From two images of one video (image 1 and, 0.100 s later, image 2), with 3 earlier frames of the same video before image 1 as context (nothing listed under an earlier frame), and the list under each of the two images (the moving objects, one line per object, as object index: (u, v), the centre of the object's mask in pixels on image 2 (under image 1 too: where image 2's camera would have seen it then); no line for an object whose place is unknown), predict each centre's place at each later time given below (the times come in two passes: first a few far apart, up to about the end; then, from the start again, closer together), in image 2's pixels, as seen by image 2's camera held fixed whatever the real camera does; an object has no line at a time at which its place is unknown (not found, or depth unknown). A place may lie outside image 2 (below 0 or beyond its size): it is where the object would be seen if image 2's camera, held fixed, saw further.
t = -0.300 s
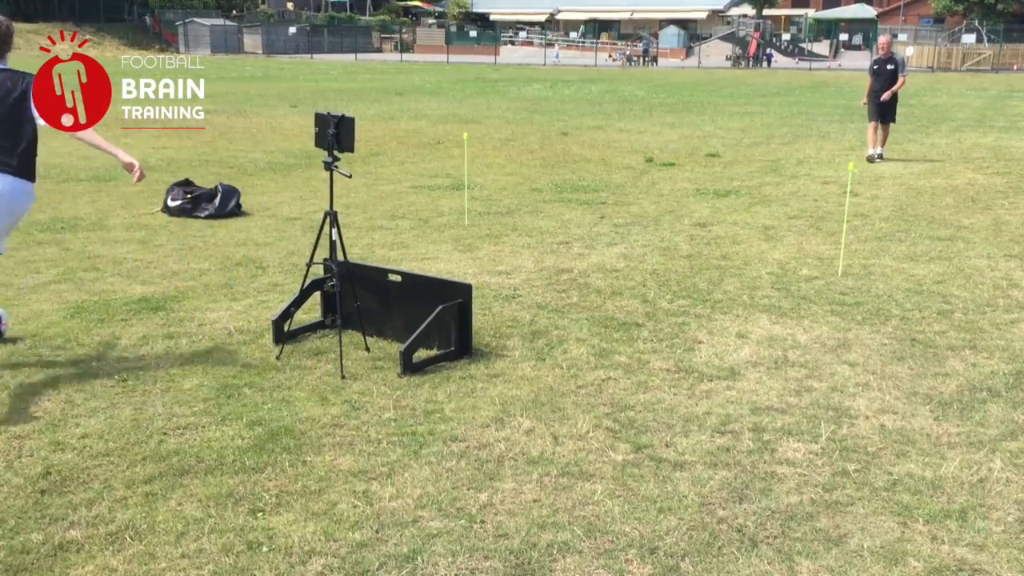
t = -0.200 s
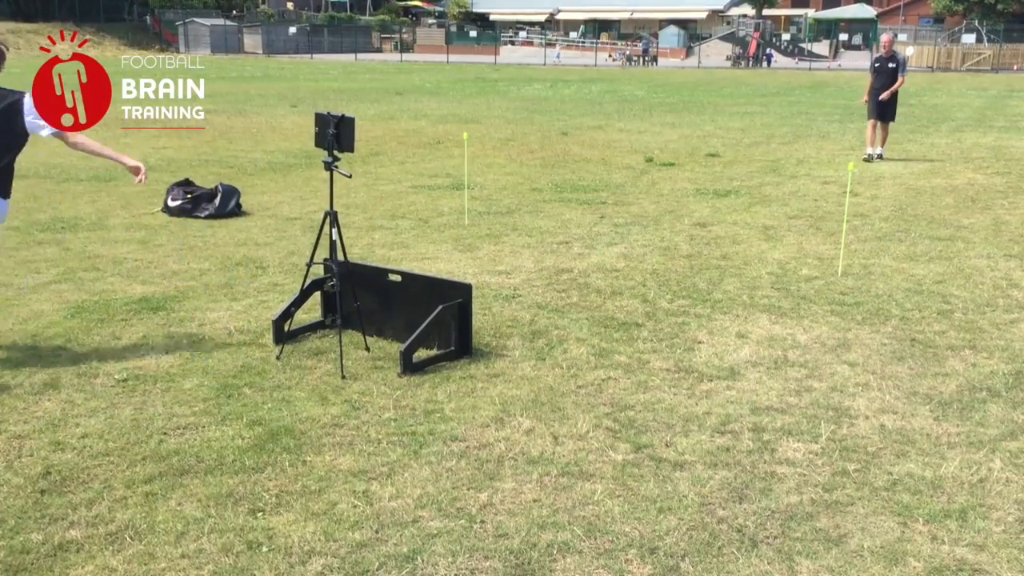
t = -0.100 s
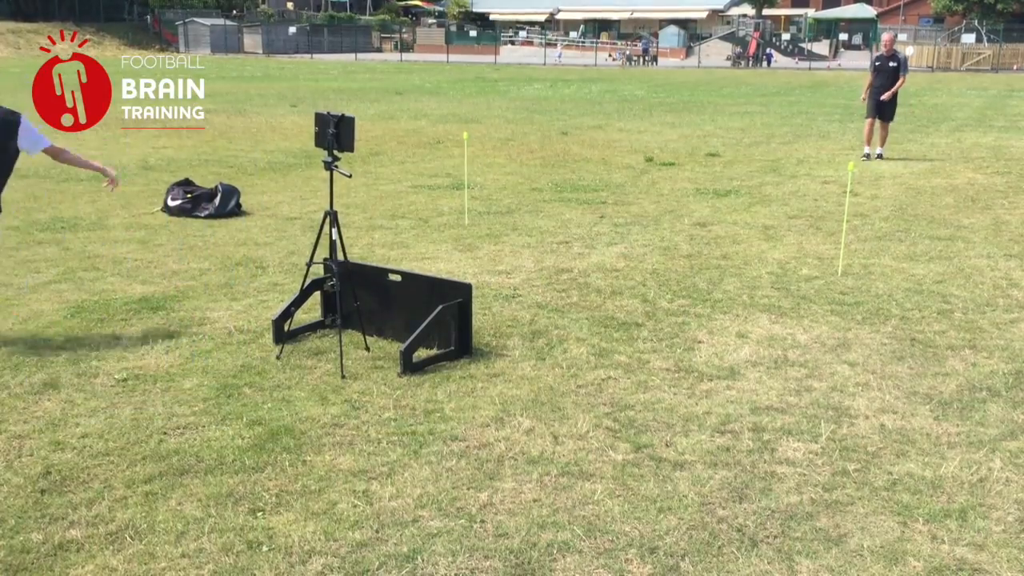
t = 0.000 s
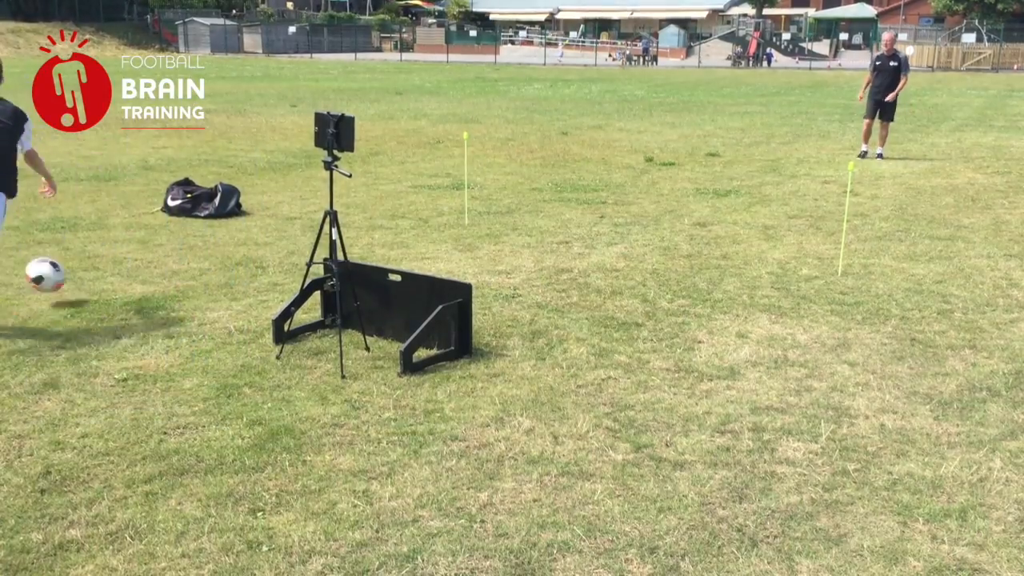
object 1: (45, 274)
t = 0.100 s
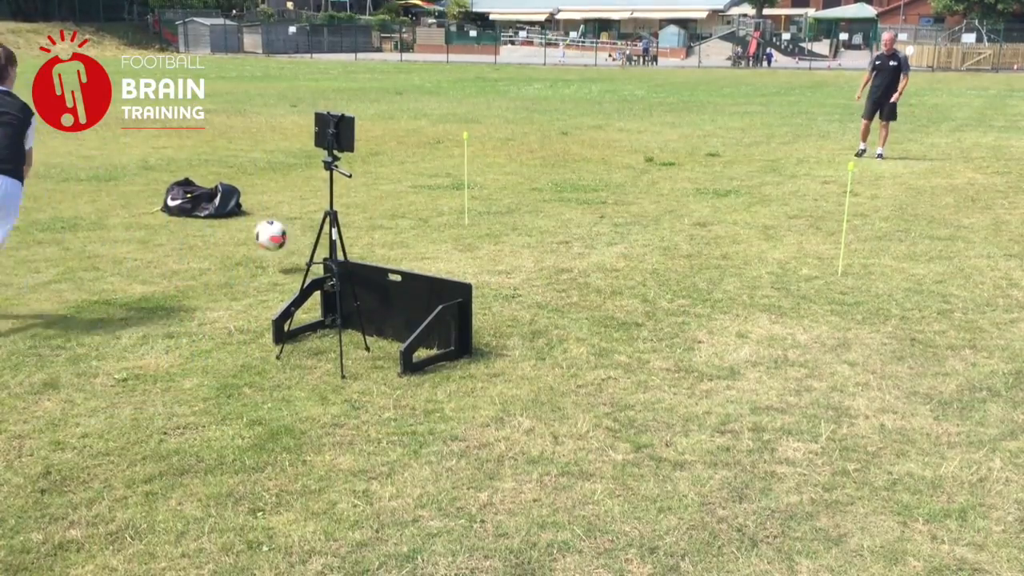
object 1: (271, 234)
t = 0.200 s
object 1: (441, 215)
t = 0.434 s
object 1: (702, 191)
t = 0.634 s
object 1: (840, 179)
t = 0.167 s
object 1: (389, 219)
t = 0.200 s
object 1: (441, 215)
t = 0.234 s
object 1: (488, 212)
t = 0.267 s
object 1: (533, 210)
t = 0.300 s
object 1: (575, 210)
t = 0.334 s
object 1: (612, 209)
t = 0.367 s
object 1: (645, 205)
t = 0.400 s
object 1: (674, 198)
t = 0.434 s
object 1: (702, 191)
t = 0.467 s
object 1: (728, 187)
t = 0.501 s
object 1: (753, 183)
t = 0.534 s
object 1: (777, 180)
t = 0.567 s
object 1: (799, 179)
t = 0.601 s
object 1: (821, 179)
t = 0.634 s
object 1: (840, 179)
